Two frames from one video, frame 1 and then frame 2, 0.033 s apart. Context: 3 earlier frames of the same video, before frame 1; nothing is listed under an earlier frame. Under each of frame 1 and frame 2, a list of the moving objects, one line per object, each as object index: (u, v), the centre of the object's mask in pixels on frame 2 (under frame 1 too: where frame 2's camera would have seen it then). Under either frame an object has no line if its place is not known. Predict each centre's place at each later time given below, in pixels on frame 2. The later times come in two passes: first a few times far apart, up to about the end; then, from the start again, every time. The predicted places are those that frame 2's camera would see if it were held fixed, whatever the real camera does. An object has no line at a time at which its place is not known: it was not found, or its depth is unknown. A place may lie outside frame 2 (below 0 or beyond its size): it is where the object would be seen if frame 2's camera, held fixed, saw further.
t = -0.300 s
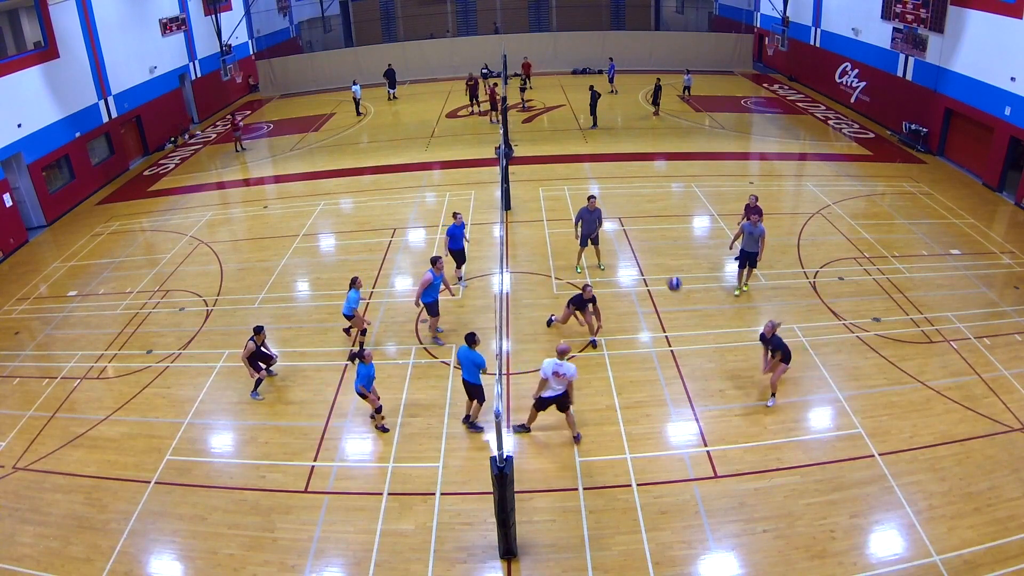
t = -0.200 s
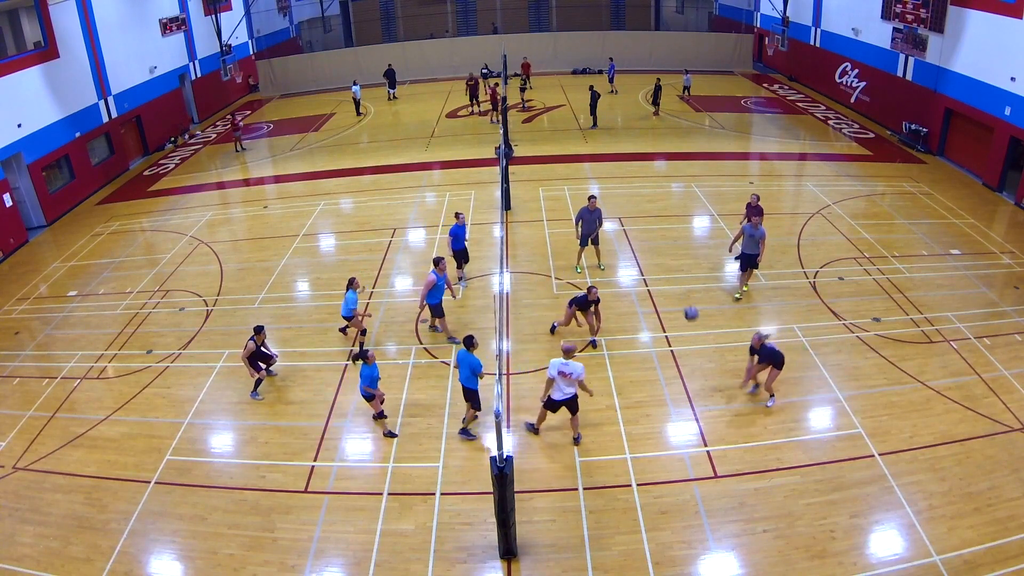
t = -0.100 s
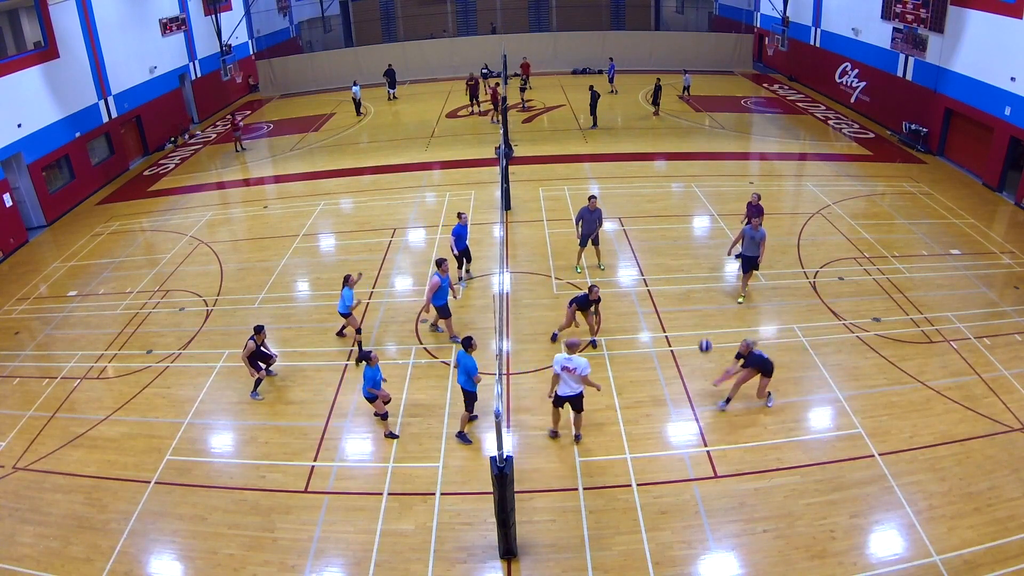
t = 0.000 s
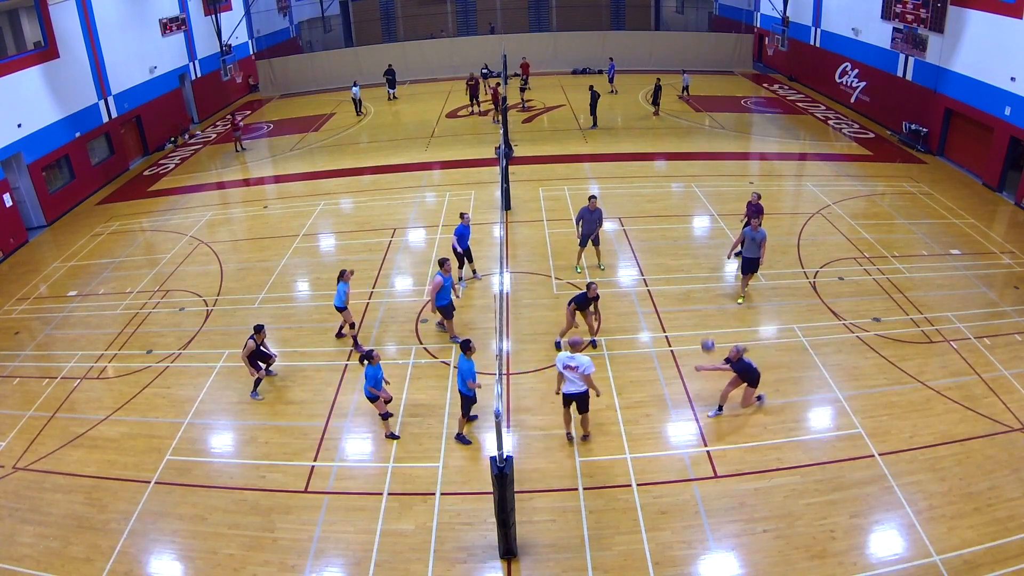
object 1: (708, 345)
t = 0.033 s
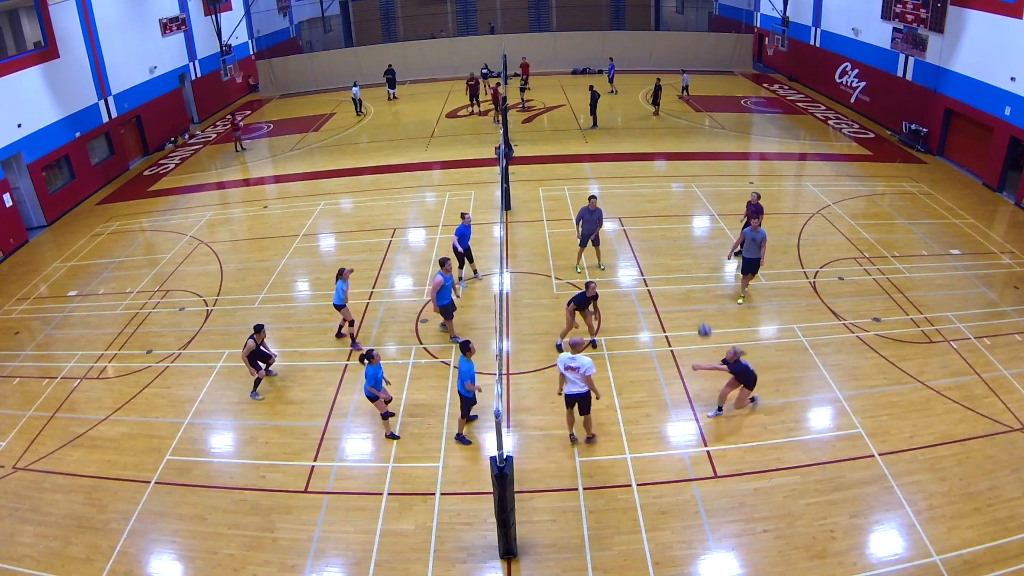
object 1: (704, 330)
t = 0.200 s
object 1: (685, 263)
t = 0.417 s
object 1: (658, 200)
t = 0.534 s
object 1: (643, 179)
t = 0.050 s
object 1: (702, 323)
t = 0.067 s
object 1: (701, 316)
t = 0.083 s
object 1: (699, 309)
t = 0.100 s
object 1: (697, 301)
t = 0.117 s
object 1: (695, 295)
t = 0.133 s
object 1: (694, 289)
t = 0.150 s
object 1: (691, 282)
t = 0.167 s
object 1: (689, 276)
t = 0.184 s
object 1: (687, 269)
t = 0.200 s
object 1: (685, 263)
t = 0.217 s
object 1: (683, 258)
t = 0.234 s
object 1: (681, 252)
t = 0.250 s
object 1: (679, 246)
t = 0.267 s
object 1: (677, 241)
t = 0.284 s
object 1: (675, 236)
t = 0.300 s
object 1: (673, 231)
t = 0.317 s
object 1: (671, 226)
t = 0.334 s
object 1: (669, 221)
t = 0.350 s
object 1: (666, 216)
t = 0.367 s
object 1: (664, 212)
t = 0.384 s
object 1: (662, 208)
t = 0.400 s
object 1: (660, 204)
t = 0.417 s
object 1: (658, 200)
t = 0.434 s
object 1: (656, 197)
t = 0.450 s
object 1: (653, 194)
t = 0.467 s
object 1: (651, 191)
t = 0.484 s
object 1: (649, 188)
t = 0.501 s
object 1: (647, 185)
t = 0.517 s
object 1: (645, 182)
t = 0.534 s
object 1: (643, 179)
